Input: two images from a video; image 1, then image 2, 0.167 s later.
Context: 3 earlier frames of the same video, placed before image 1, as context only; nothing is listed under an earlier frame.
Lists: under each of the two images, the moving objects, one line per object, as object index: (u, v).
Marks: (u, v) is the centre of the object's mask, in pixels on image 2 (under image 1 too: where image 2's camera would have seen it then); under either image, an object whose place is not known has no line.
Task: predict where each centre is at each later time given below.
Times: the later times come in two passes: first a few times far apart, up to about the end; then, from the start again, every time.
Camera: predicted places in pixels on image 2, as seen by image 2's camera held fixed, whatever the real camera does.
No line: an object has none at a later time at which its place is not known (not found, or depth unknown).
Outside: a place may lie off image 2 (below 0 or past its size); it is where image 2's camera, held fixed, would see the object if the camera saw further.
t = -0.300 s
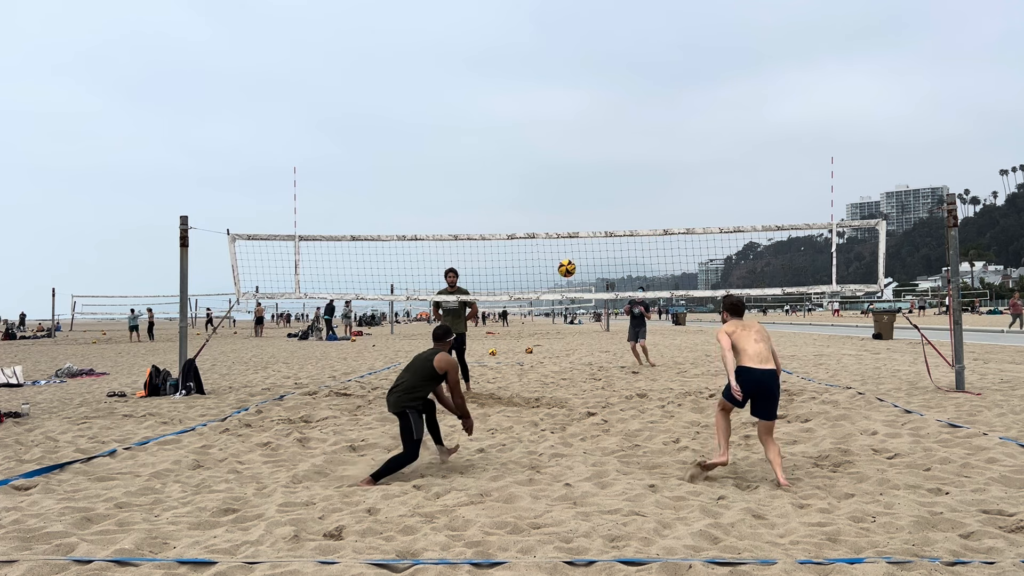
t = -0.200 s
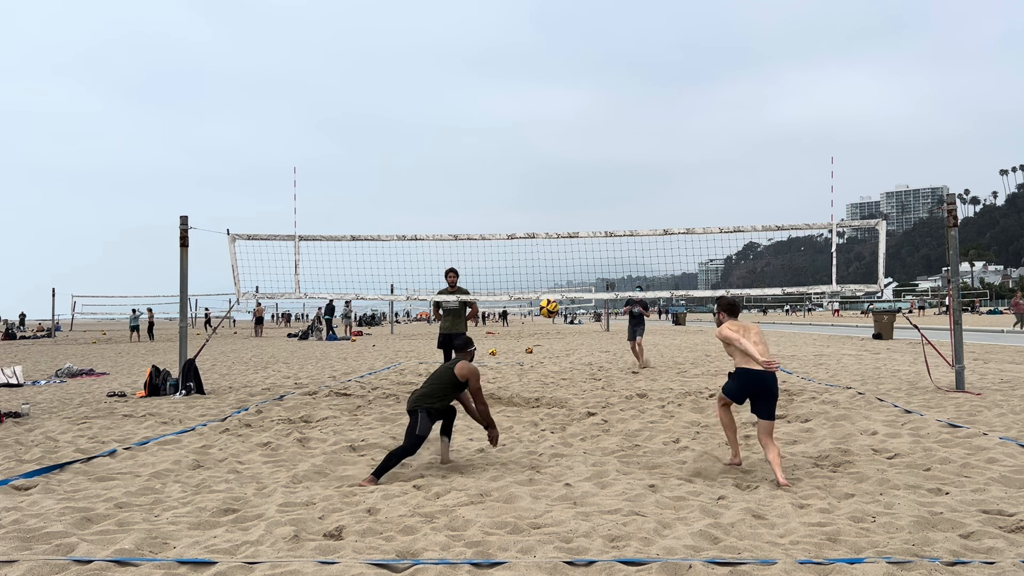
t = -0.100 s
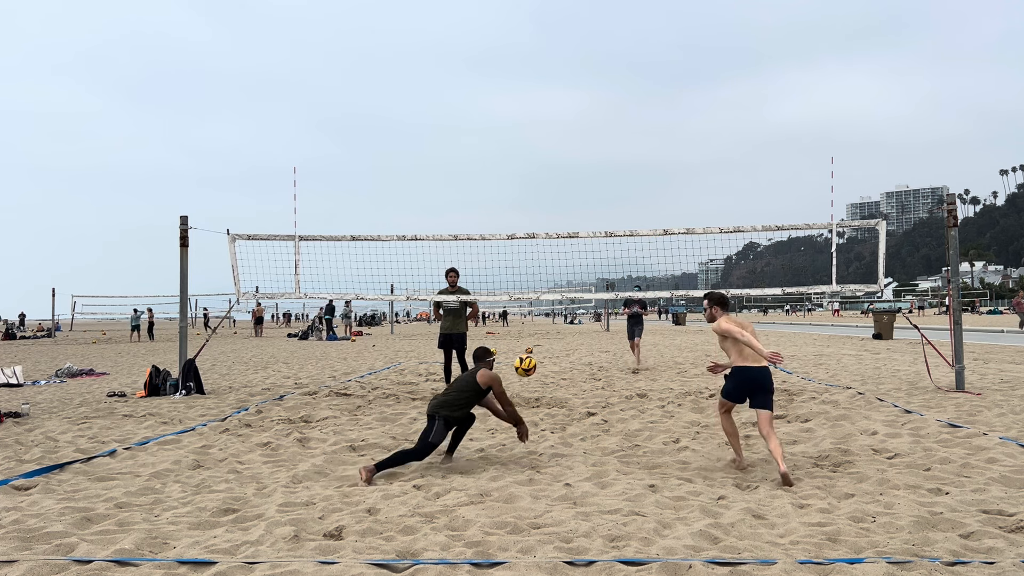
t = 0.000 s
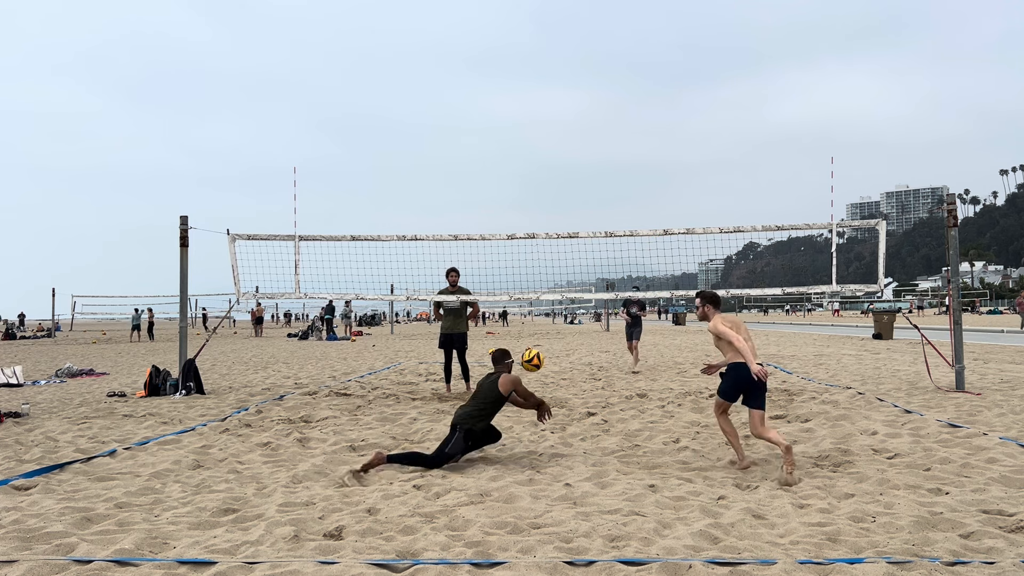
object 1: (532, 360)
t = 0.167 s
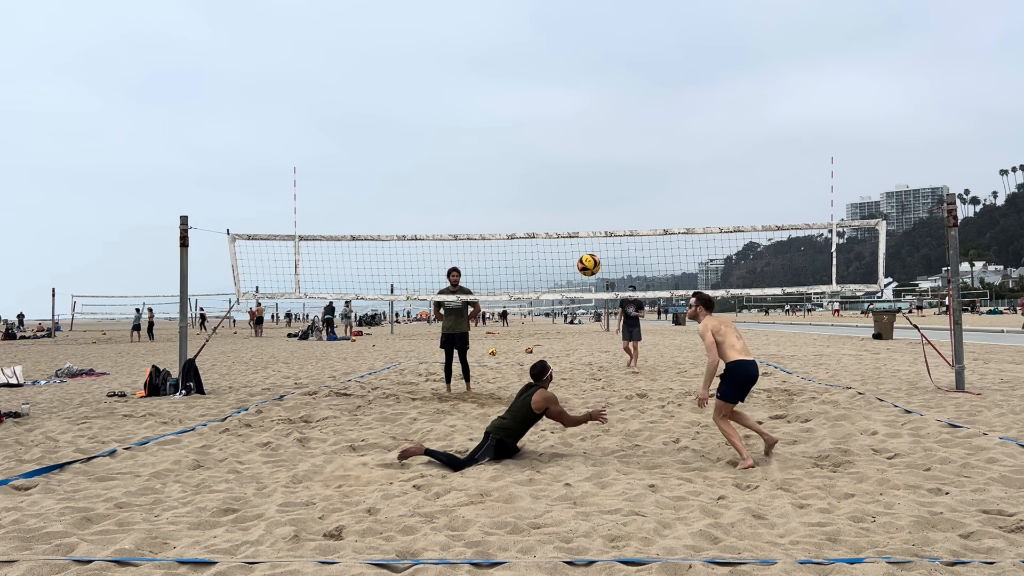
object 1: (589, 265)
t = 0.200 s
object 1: (600, 249)
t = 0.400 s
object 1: (667, 182)
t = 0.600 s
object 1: (732, 156)
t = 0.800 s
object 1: (798, 171)
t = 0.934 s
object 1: (842, 205)
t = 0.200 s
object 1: (600, 249)
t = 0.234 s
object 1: (611, 235)
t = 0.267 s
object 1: (622, 222)
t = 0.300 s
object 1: (633, 210)
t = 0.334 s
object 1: (644, 200)
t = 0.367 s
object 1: (655, 190)
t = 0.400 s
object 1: (667, 182)
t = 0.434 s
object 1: (678, 174)
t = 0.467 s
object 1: (689, 168)
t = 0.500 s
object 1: (699, 164)
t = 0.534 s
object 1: (710, 160)
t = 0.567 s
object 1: (721, 157)
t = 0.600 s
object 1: (732, 156)
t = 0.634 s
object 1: (743, 156)
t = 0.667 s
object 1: (754, 156)
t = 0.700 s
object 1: (765, 158)
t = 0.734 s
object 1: (776, 161)
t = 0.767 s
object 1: (787, 166)
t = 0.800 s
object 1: (798, 171)
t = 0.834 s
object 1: (809, 178)
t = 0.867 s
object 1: (820, 186)
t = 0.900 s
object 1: (831, 195)
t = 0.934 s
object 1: (842, 205)
